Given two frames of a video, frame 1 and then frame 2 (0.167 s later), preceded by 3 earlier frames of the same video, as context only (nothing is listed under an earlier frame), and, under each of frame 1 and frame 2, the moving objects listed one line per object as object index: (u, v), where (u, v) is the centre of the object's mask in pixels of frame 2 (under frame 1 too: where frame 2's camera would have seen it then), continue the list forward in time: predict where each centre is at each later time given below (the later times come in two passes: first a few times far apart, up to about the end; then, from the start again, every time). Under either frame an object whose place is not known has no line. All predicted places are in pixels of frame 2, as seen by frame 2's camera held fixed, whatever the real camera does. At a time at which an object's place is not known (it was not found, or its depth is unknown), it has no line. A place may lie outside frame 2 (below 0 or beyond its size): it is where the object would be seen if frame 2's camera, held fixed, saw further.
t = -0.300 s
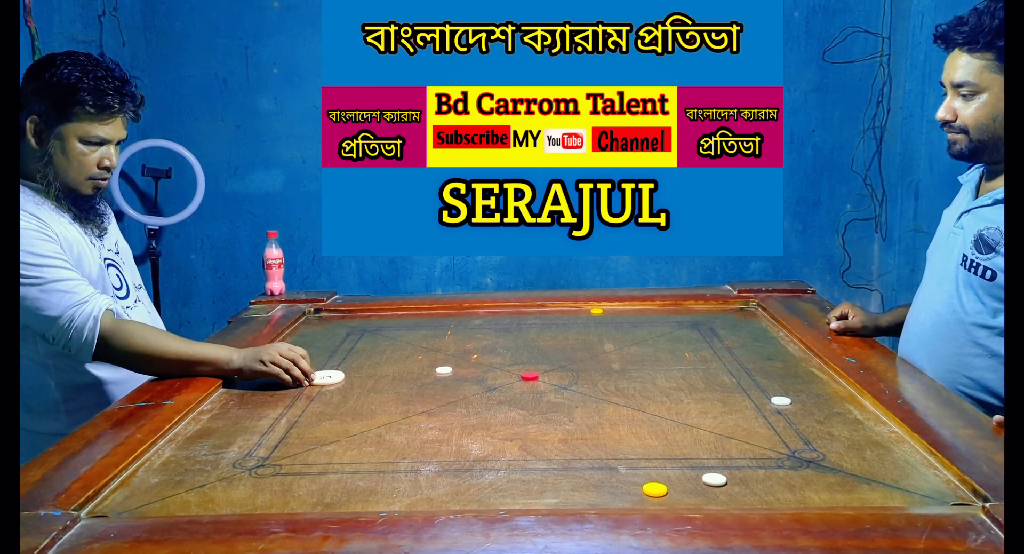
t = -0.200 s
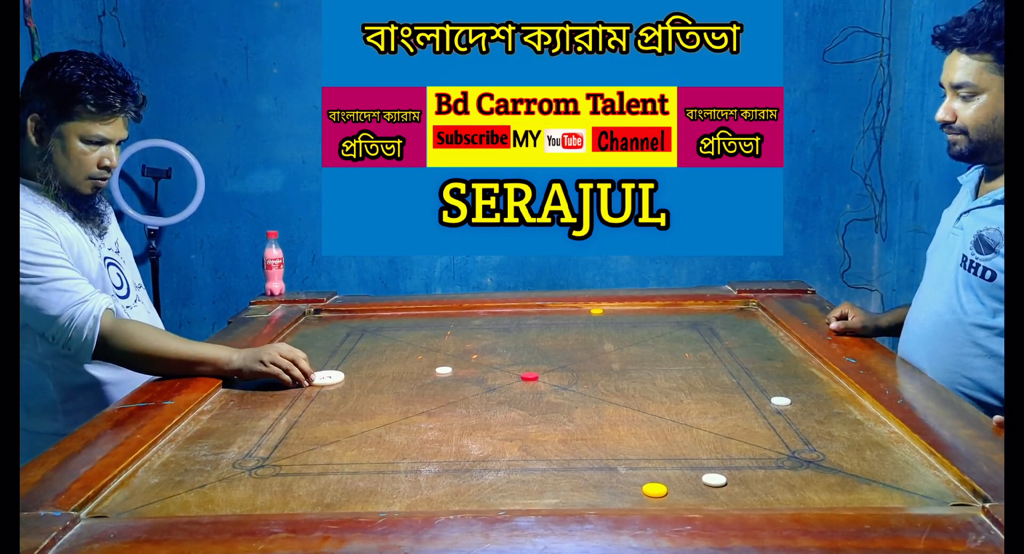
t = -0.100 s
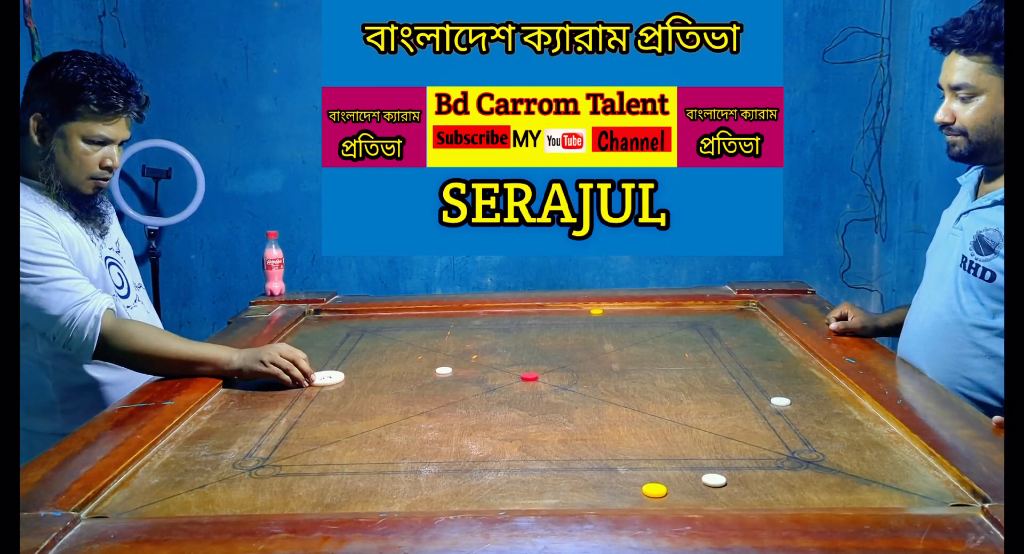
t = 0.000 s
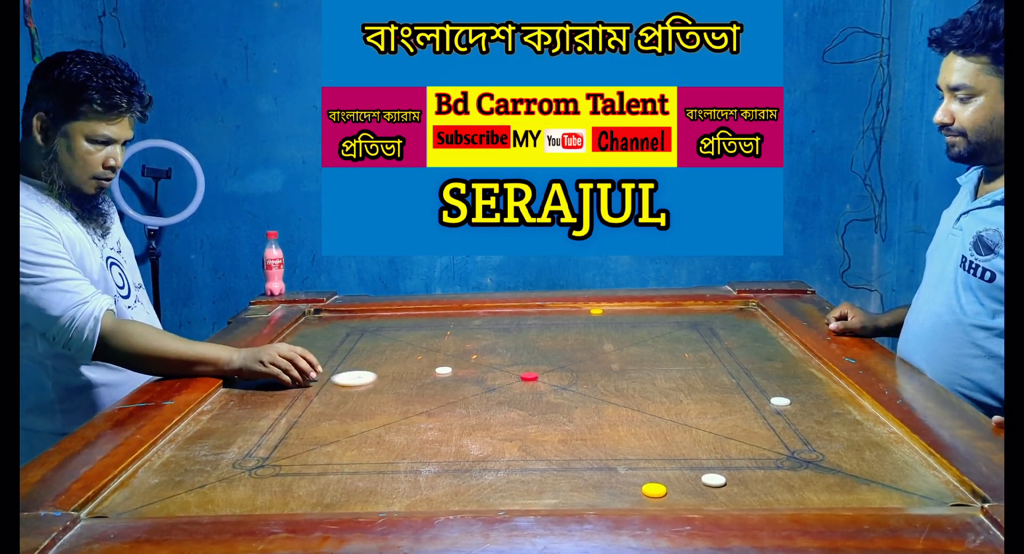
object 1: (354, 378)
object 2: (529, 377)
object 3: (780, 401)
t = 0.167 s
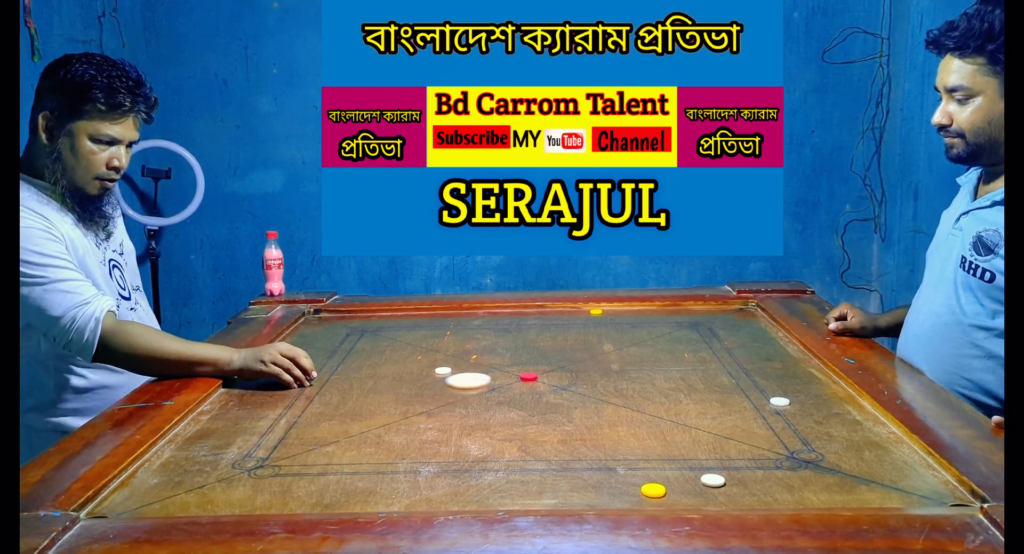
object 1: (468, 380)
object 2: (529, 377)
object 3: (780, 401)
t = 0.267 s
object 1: (532, 383)
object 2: (562, 371)
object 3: (779, 401)
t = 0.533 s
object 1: (697, 393)
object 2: (731, 341)
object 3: (779, 401)
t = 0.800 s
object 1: (840, 401)
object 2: (697, 327)
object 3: (795, 419)
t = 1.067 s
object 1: (757, 409)
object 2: (598, 319)
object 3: (625, 443)
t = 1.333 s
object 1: (684, 415)
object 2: (517, 312)
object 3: (454, 468)
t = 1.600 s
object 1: (624, 420)
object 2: (453, 316)
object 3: (275, 496)
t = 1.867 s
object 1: (576, 423)
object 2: (395, 322)
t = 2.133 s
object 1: (545, 424)
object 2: (344, 327)
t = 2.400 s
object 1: (528, 424)
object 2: (298, 331)
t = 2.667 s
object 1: (522, 424)
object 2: (311, 334)
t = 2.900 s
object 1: (521, 424)
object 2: (324, 336)
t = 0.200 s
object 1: (491, 381)
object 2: (529, 377)
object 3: (779, 401)
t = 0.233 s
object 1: (513, 381)
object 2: (540, 375)
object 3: (779, 401)
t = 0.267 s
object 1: (532, 383)
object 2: (562, 371)
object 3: (779, 401)
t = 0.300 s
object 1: (553, 384)
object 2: (586, 367)
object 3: (779, 401)
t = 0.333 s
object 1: (573, 385)
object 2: (609, 363)
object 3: (780, 401)
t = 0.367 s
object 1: (593, 387)
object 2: (631, 359)
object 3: (779, 401)
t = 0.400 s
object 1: (614, 388)
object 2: (653, 355)
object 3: (779, 401)
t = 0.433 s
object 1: (634, 389)
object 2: (673, 351)
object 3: (780, 401)
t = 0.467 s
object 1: (655, 391)
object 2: (693, 348)
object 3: (779, 401)
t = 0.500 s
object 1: (676, 391)
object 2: (713, 344)
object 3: (779, 401)
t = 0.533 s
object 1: (697, 393)
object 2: (731, 341)
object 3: (779, 401)
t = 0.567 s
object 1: (718, 394)
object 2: (750, 338)
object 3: (780, 401)
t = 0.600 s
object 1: (740, 396)
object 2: (768, 335)
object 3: (779, 401)
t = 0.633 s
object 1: (759, 397)
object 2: (772, 332)
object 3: (801, 403)
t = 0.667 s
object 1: (776, 398)
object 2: (757, 331)
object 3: (838, 407)
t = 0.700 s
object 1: (794, 398)
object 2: (742, 330)
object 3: (858, 411)
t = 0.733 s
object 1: (811, 399)
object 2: (726, 328)
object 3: (837, 414)
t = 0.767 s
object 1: (829, 400)
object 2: (712, 328)
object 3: (816, 416)
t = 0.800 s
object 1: (840, 401)
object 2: (697, 327)
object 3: (795, 419)
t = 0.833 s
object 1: (830, 402)
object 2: (684, 326)
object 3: (774, 422)
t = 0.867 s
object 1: (819, 403)
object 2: (671, 324)
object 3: (753, 425)
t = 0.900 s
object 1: (808, 404)
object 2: (658, 323)
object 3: (731, 428)
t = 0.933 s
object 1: (798, 405)
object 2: (645, 323)
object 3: (710, 431)
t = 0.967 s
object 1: (787, 406)
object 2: (633, 321)
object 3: (689, 434)
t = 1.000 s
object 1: (777, 407)
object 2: (621, 321)
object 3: (668, 437)
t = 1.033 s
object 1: (767, 408)
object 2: (609, 320)
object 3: (647, 439)
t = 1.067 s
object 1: (757, 409)
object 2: (598, 319)
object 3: (625, 443)
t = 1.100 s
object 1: (747, 410)
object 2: (587, 318)
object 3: (604, 446)
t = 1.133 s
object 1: (737, 411)
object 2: (577, 317)
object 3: (583, 448)
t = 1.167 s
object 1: (728, 411)
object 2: (566, 317)
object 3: (562, 451)
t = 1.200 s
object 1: (719, 412)
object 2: (556, 316)
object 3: (540, 455)
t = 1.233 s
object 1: (710, 413)
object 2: (545, 315)
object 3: (519, 458)
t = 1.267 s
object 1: (701, 414)
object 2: (536, 314)
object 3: (497, 461)
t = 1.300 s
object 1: (693, 415)
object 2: (526, 313)
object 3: (476, 465)
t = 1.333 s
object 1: (684, 415)
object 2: (517, 312)
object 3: (454, 468)
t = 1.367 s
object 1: (676, 416)
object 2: (508, 312)
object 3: (432, 472)
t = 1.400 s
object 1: (668, 417)
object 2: (499, 311)
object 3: (410, 475)
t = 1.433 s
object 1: (661, 417)
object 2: (492, 311)
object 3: (387, 478)
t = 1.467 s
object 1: (653, 418)
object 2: (484, 312)
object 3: (365, 482)
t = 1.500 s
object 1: (646, 419)
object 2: (476, 313)
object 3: (343, 485)
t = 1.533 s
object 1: (638, 419)
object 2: (469, 314)
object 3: (320, 489)
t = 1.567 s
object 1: (631, 420)
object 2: (461, 315)
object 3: (297, 493)
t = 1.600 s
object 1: (624, 420)
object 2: (453, 316)
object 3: (275, 496)
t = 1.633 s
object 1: (617, 420)
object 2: (446, 317)
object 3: (252, 500)
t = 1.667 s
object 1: (611, 421)
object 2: (438, 317)
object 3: (229, 503)
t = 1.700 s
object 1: (605, 421)
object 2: (431, 318)
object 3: (207, 507)
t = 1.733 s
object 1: (598, 422)
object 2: (423, 319)
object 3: (184, 510)
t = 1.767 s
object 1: (592, 422)
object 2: (416, 320)
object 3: (162, 512)
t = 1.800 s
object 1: (587, 422)
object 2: (409, 321)
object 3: (139, 514)
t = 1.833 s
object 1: (581, 423)
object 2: (402, 321)
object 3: (117, 516)
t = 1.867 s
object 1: (576, 423)
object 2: (395, 322)
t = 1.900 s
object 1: (571, 423)
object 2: (388, 323)
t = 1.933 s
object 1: (567, 423)
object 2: (381, 323)
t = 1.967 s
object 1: (562, 424)
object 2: (375, 324)
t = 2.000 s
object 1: (558, 424)
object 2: (369, 325)
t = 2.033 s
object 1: (554, 424)
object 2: (362, 325)
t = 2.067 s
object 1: (551, 424)
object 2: (356, 326)
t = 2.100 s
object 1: (548, 424)
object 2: (350, 327)
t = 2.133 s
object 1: (545, 424)
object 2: (344, 327)
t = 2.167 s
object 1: (542, 424)
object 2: (338, 328)
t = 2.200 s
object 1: (540, 424)
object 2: (332, 329)
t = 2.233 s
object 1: (537, 425)
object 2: (326, 329)
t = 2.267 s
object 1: (535, 424)
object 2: (320, 329)
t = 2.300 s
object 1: (533, 425)
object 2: (315, 330)
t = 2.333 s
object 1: (531, 424)
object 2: (309, 330)
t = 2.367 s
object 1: (529, 424)
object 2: (303, 331)
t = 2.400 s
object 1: (528, 424)
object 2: (298, 331)
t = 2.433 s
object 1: (527, 424)
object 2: (293, 331)
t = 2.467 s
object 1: (526, 424)
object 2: (297, 332)
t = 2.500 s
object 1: (525, 424)
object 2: (299, 332)
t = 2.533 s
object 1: (524, 424)
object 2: (301, 333)
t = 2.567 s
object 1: (523, 424)
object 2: (304, 333)
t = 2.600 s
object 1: (523, 424)
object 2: (307, 334)
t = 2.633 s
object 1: (522, 424)
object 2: (309, 334)
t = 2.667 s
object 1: (522, 424)
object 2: (311, 334)
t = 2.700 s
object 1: (522, 424)
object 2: (313, 335)
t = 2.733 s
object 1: (522, 424)
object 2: (315, 335)
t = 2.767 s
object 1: (522, 424)
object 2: (317, 335)
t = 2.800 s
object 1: (522, 424)
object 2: (319, 335)
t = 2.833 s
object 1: (522, 424)
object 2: (321, 336)
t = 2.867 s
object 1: (521, 424)
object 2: (323, 336)
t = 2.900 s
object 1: (521, 424)
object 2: (324, 336)
